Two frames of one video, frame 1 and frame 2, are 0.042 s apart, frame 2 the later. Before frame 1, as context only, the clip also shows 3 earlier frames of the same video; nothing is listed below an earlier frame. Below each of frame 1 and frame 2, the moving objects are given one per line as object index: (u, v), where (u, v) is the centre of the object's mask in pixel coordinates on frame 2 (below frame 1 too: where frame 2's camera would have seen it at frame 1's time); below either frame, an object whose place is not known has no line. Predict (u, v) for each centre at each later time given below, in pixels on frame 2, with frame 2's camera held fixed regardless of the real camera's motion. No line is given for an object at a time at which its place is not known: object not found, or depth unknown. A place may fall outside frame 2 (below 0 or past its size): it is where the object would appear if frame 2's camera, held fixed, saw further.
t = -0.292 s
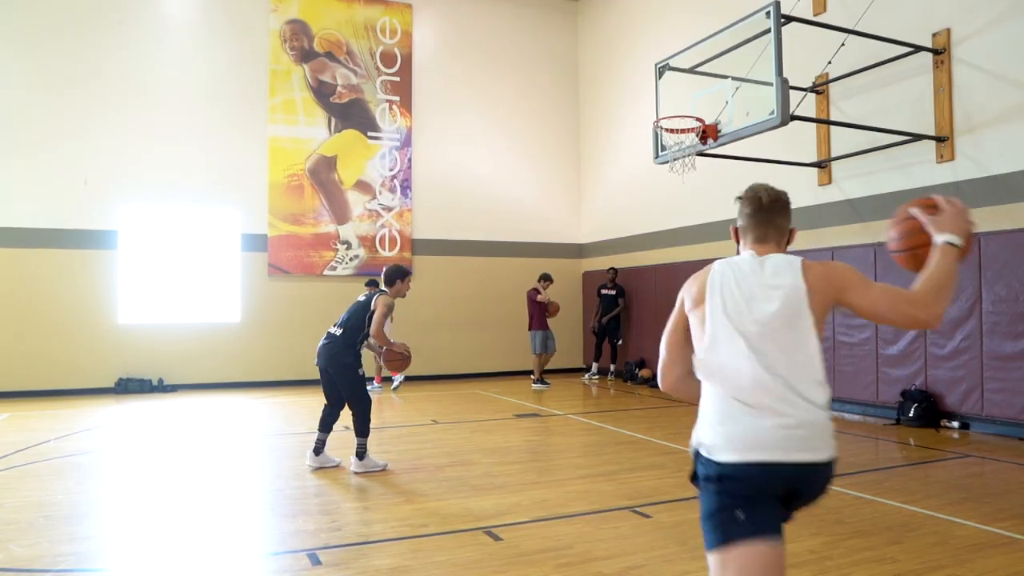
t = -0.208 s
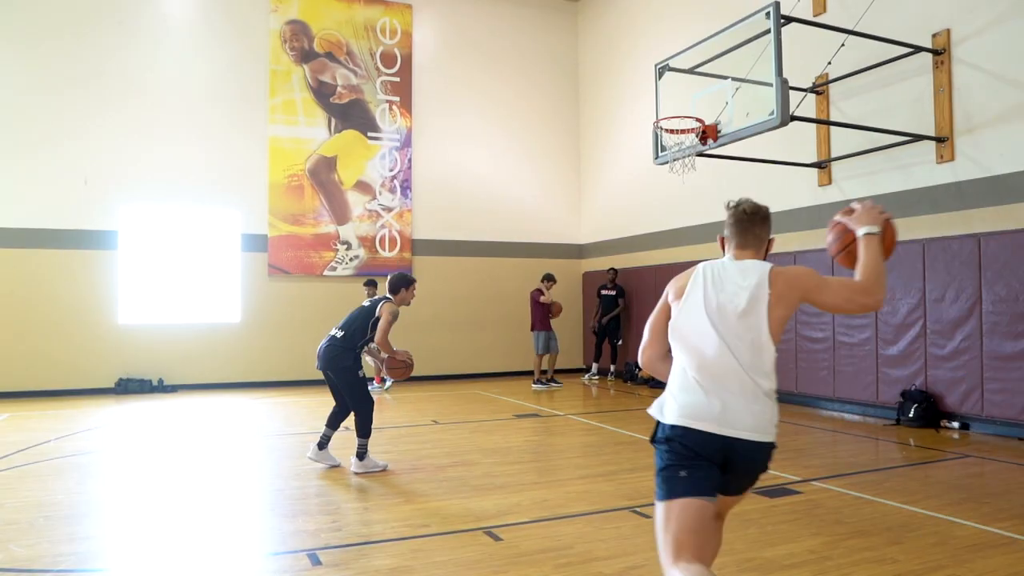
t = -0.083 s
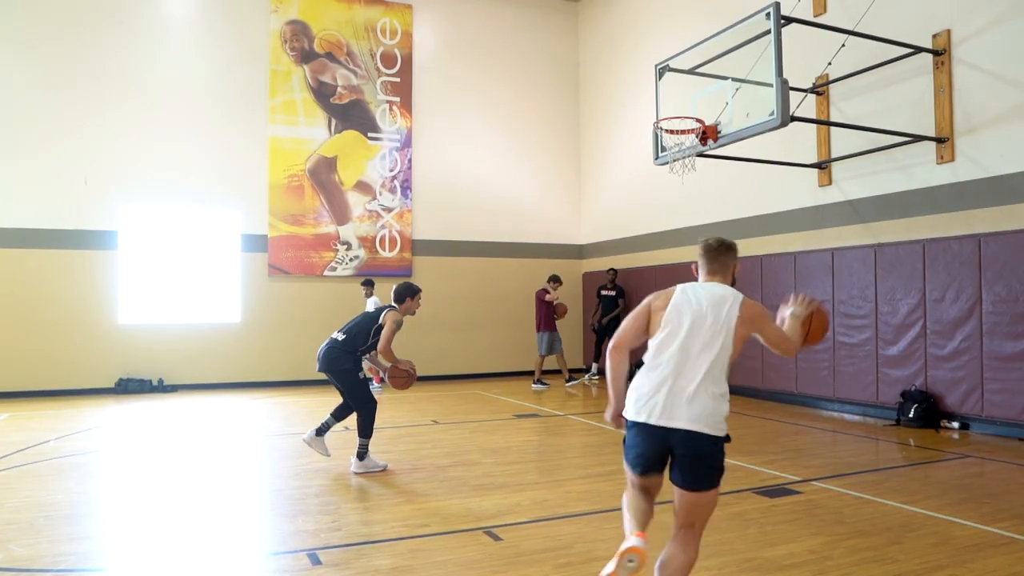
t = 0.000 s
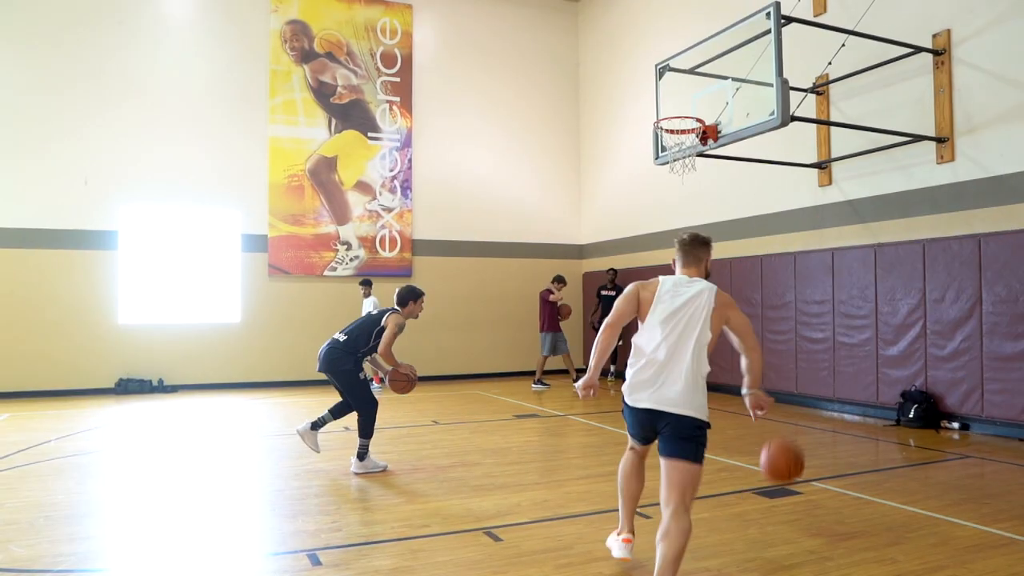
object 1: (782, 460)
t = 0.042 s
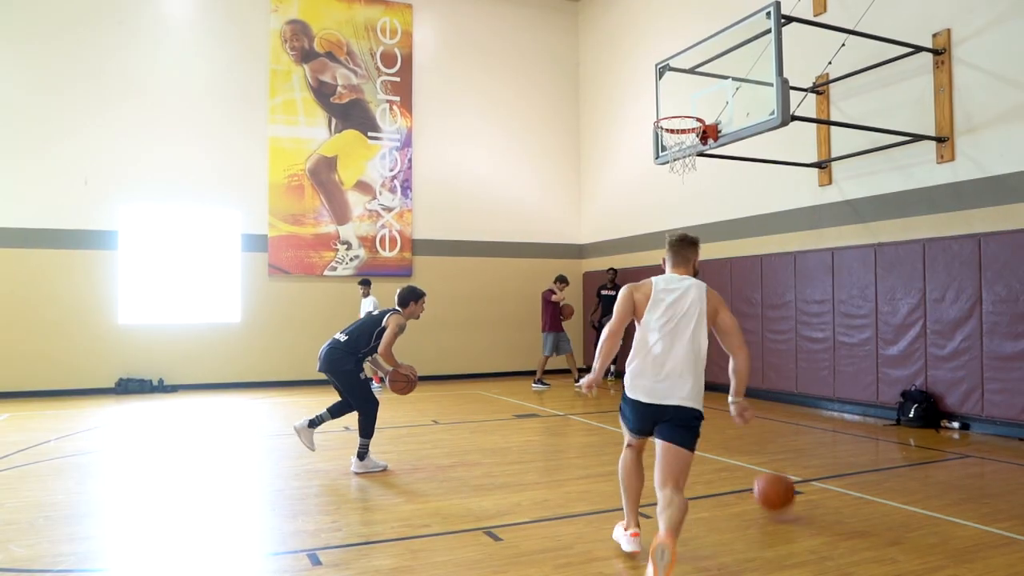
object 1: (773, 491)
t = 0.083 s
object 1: (768, 436)
